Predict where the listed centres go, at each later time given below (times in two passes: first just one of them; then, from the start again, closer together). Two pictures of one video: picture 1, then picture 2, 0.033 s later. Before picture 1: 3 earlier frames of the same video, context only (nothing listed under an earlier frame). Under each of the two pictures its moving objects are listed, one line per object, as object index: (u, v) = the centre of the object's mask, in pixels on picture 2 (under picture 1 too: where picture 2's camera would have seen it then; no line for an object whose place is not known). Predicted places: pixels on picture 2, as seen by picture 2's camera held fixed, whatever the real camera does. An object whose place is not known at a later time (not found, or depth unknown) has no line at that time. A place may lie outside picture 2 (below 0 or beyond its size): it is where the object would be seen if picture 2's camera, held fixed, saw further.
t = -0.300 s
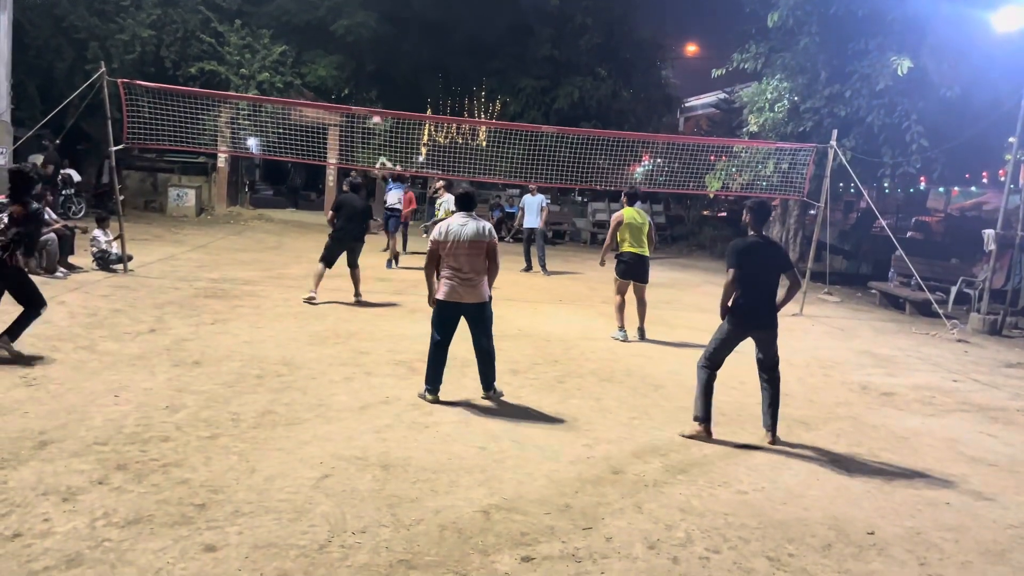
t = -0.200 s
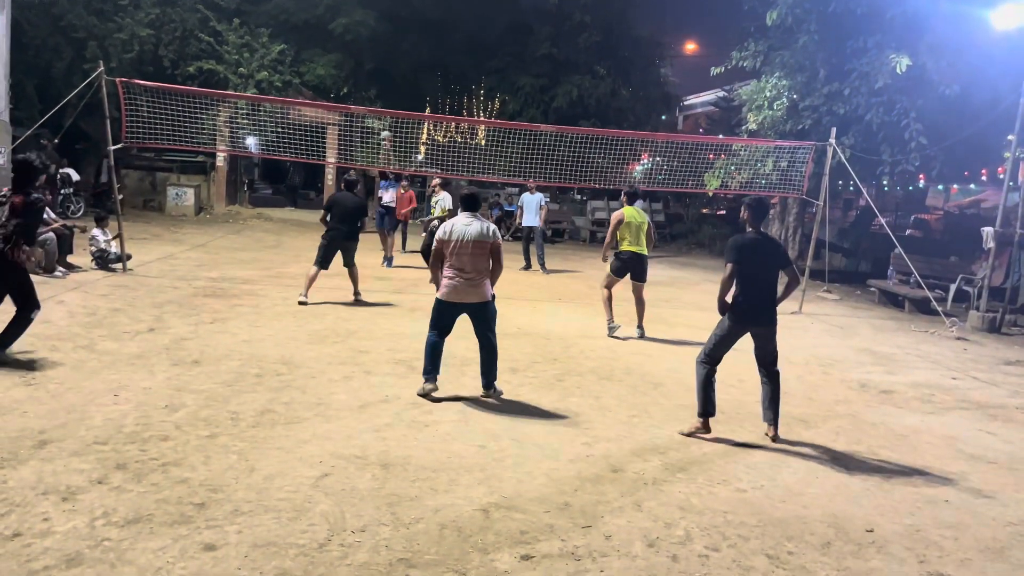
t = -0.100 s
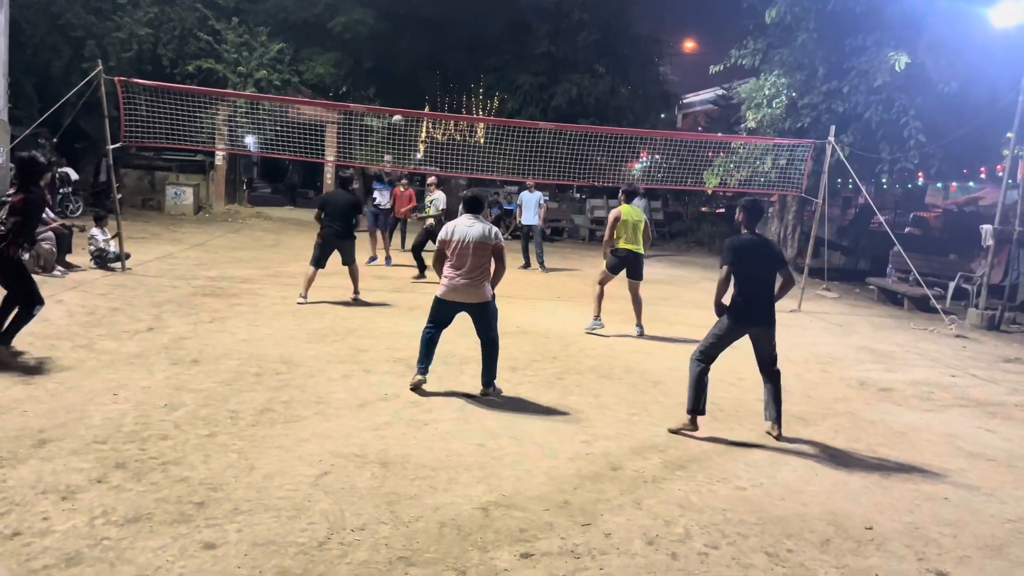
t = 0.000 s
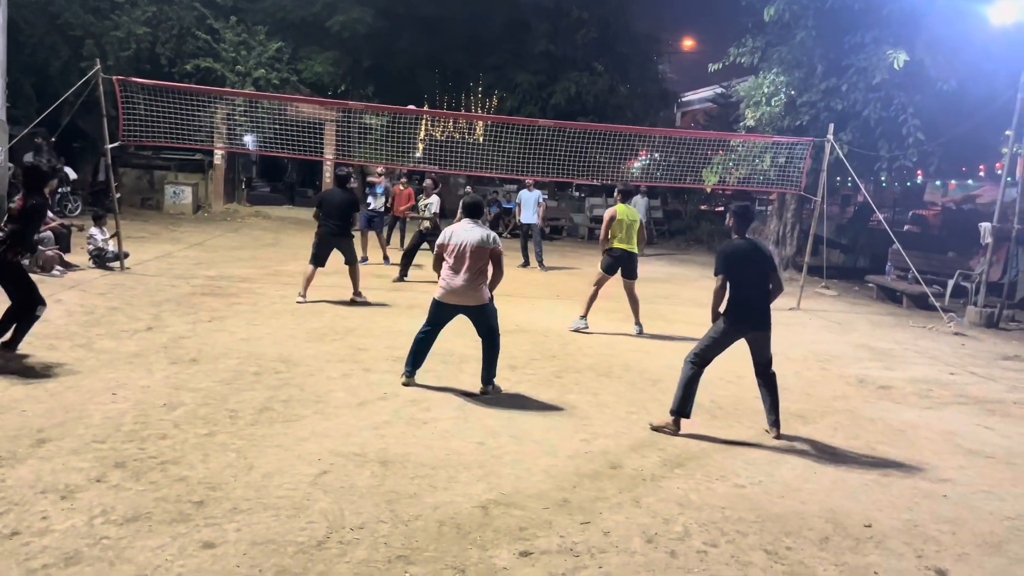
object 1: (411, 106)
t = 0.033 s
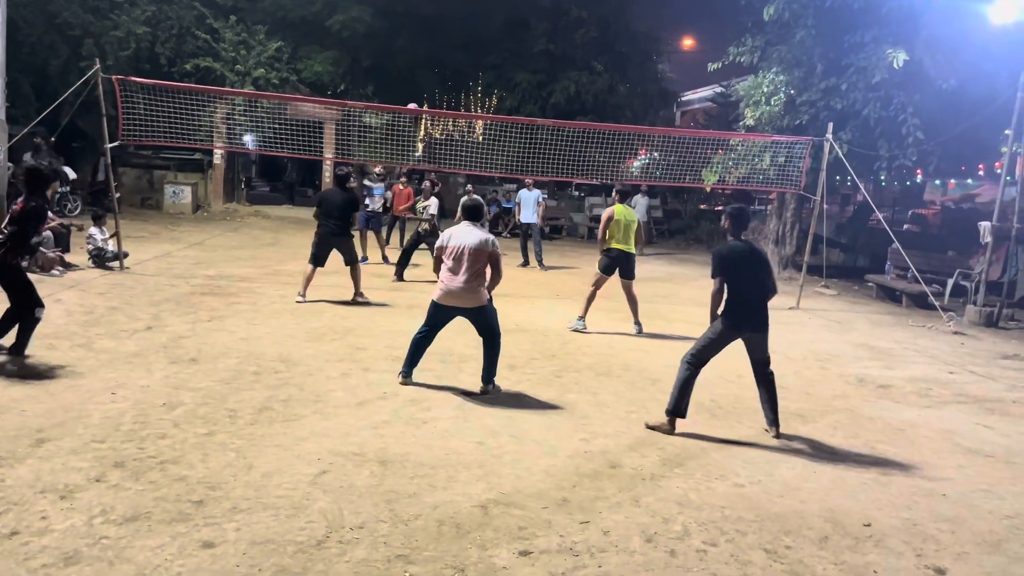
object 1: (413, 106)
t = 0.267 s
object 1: (417, 119)
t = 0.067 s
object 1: (413, 106)
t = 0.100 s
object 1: (414, 107)
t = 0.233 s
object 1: (416, 115)
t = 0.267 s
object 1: (417, 119)
